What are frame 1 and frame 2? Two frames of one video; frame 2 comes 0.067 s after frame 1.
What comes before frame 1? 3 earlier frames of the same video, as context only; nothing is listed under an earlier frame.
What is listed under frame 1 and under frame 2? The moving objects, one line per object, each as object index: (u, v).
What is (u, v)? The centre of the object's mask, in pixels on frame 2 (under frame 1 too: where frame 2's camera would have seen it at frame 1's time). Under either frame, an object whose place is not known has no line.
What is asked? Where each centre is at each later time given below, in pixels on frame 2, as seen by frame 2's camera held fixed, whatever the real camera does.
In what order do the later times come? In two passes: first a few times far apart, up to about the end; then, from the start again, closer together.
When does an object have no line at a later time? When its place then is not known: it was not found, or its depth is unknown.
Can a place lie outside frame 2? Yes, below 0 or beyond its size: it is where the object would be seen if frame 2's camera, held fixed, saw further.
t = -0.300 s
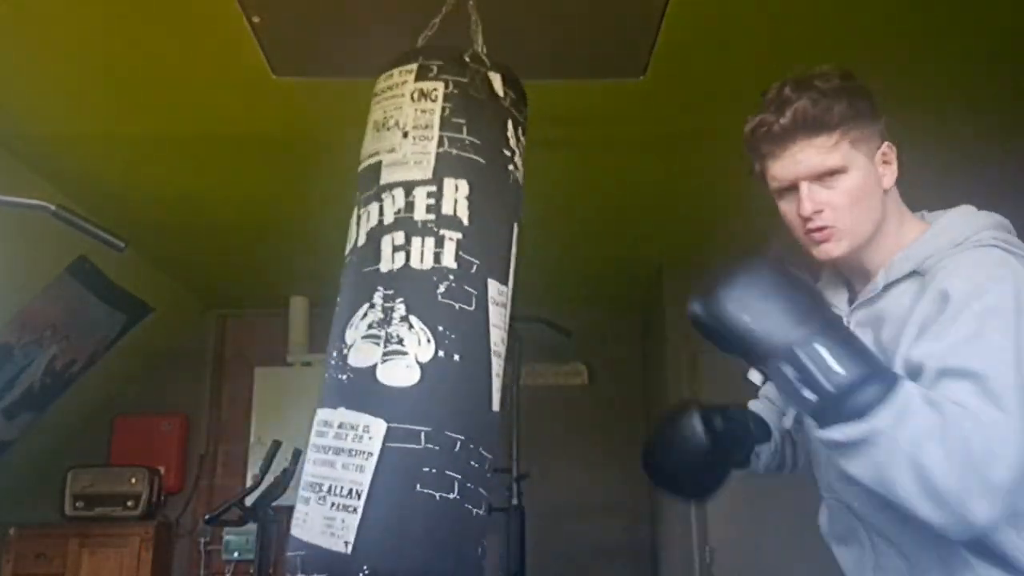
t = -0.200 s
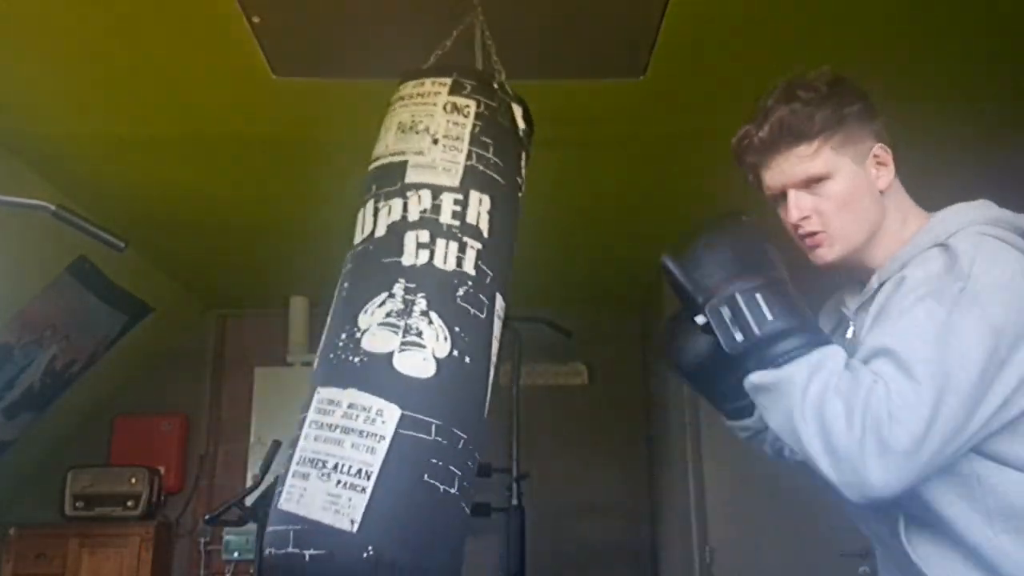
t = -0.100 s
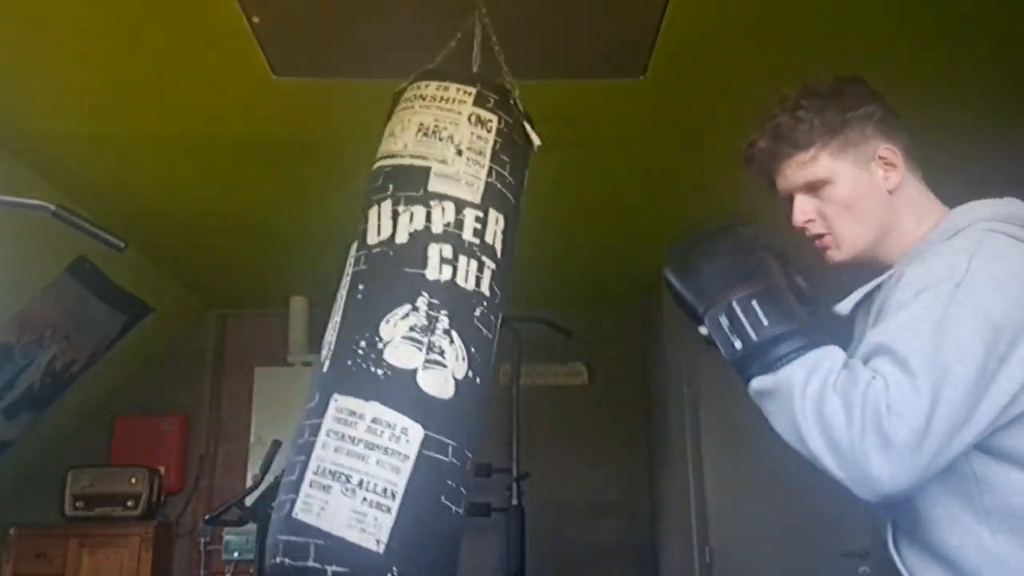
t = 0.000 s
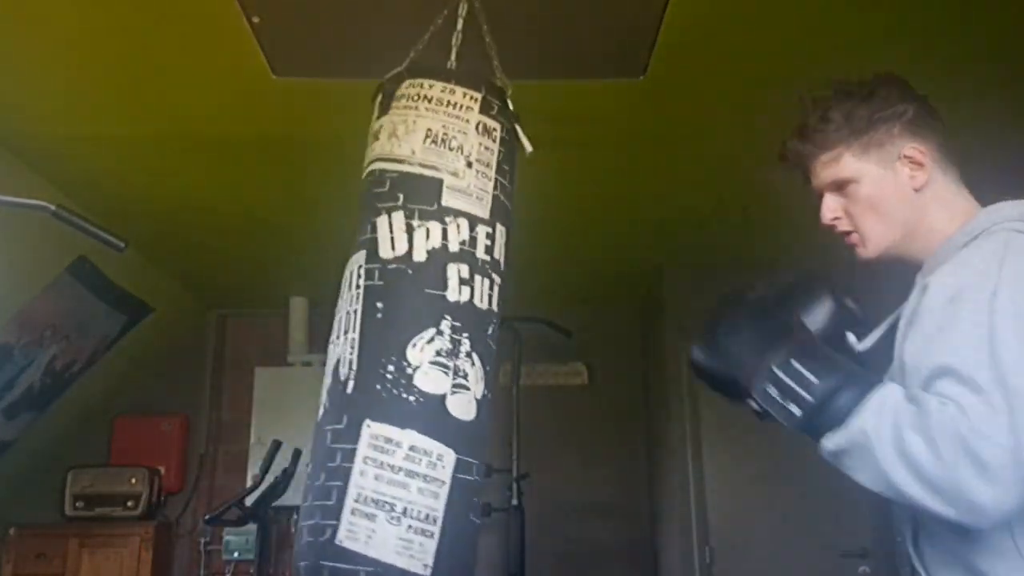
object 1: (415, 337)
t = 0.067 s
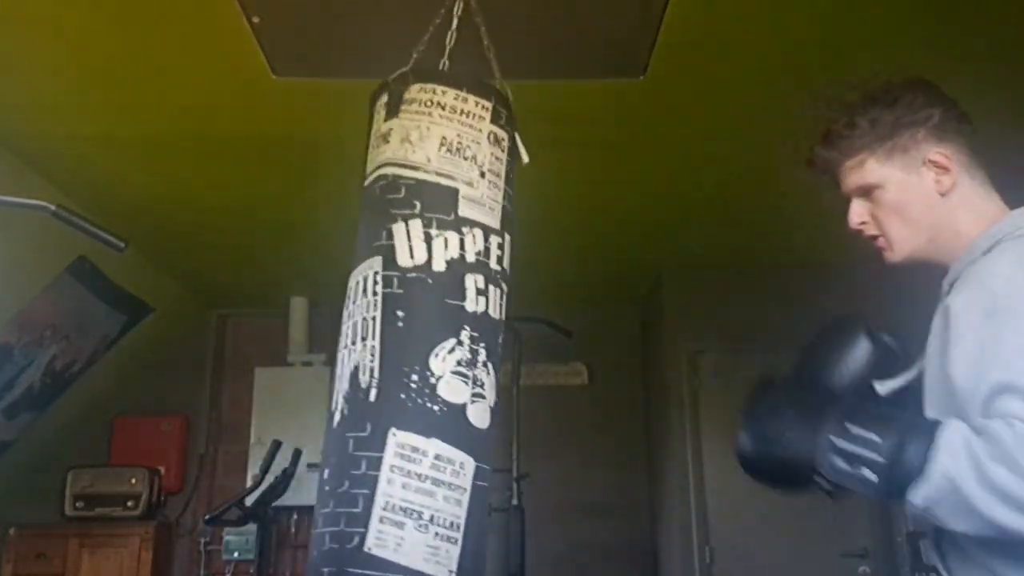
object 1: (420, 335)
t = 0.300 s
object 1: (456, 347)
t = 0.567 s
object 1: (496, 352)
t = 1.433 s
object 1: (482, 341)
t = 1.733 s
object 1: (429, 336)
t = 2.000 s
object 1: (410, 336)
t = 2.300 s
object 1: (442, 344)
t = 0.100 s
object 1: (426, 339)
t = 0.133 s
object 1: (429, 340)
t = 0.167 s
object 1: (435, 343)
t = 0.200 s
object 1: (441, 345)
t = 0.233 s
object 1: (446, 346)
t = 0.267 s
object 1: (450, 347)
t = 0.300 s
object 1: (456, 347)
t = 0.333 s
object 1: (463, 347)
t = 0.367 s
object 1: (469, 346)
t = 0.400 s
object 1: (473, 347)
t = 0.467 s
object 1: (480, 348)
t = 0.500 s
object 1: (485, 350)
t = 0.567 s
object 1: (496, 352)
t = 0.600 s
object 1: (499, 352)
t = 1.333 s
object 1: (500, 343)
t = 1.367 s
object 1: (494, 343)
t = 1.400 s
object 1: (490, 341)
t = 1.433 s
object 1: (482, 341)
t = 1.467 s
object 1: (476, 340)
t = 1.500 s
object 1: (470, 339)
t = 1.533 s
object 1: (464, 339)
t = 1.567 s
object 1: (457, 338)
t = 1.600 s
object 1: (450, 337)
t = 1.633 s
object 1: (444, 336)
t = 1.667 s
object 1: (439, 336)
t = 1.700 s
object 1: (434, 338)
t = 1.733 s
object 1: (429, 336)
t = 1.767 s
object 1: (425, 339)
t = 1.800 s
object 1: (419, 336)
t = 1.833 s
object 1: (415, 336)
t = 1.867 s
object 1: (413, 335)
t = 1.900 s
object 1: (411, 335)
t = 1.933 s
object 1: (410, 334)
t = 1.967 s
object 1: (409, 335)
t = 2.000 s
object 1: (410, 336)
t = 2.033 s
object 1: (411, 336)
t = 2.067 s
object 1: (412, 337)
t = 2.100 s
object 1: (414, 337)
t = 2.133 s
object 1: (418, 337)
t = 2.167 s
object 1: (421, 338)
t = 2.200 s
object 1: (426, 339)
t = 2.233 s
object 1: (430, 341)
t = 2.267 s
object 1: (436, 342)
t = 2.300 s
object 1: (442, 344)
